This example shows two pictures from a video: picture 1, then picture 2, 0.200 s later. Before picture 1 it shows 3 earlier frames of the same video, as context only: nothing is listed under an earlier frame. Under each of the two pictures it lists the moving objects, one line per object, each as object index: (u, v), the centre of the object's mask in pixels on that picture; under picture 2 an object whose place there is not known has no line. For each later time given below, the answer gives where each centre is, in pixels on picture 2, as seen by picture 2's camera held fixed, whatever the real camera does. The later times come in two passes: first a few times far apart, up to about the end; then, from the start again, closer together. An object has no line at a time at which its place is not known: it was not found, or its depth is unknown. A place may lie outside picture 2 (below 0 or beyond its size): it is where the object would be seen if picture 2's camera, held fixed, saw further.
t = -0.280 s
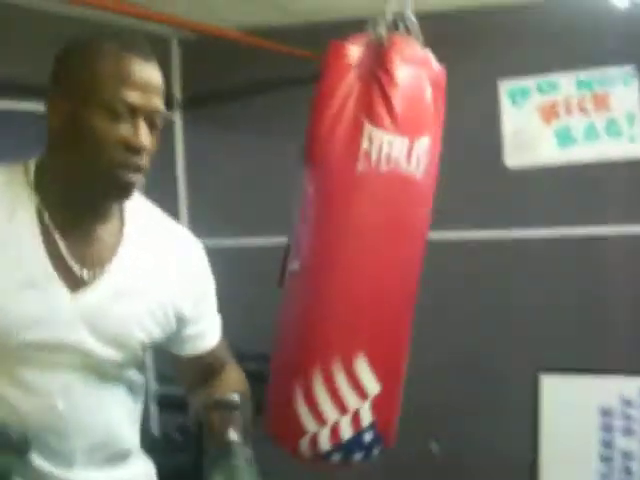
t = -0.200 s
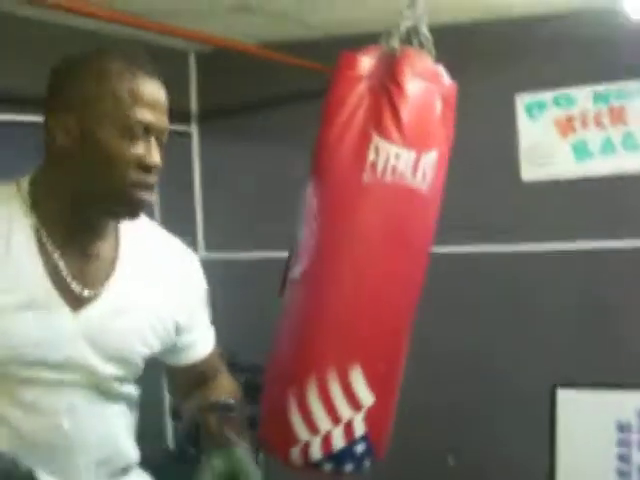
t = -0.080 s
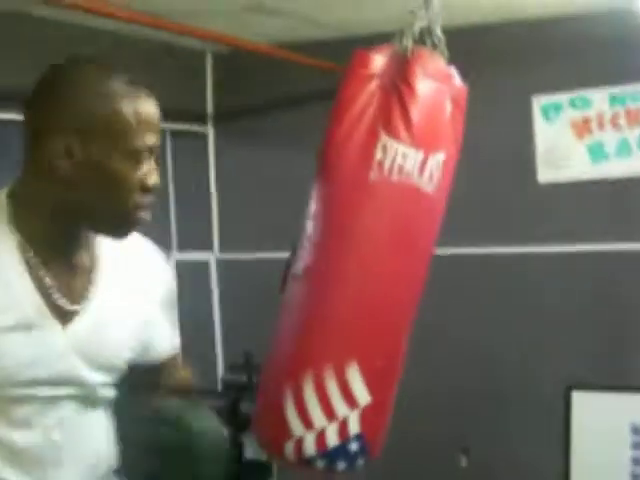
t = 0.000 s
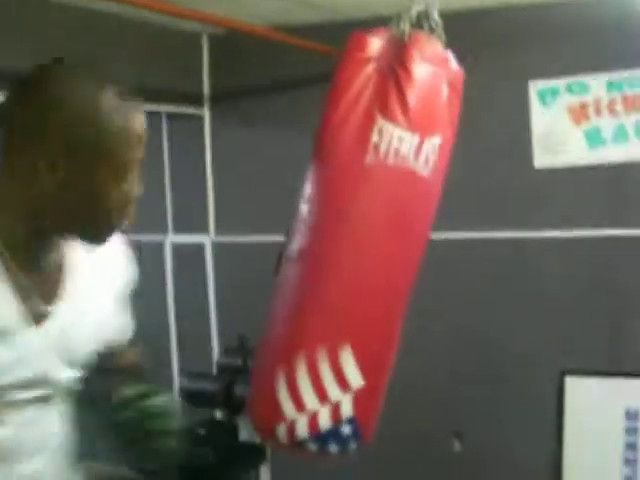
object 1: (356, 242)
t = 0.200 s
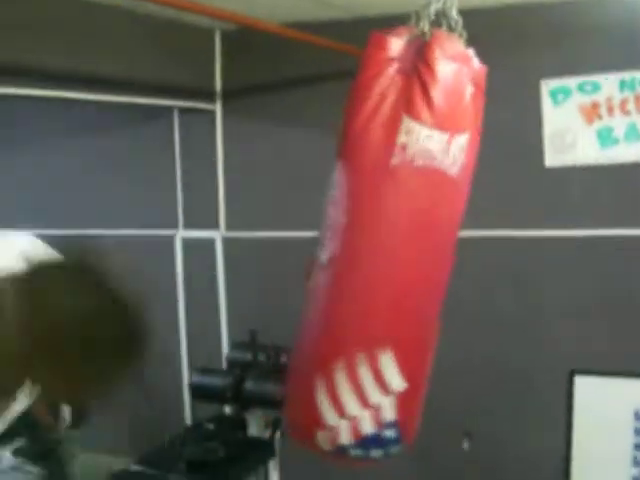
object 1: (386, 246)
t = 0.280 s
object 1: (402, 249)
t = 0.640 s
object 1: (504, 254)
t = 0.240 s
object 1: (393, 248)
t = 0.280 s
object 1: (402, 249)
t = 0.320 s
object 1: (412, 252)
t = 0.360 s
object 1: (421, 254)
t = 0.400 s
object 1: (434, 254)
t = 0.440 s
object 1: (446, 256)
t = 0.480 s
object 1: (458, 256)
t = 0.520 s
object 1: (469, 256)
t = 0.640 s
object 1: (504, 254)
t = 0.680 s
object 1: (519, 255)
